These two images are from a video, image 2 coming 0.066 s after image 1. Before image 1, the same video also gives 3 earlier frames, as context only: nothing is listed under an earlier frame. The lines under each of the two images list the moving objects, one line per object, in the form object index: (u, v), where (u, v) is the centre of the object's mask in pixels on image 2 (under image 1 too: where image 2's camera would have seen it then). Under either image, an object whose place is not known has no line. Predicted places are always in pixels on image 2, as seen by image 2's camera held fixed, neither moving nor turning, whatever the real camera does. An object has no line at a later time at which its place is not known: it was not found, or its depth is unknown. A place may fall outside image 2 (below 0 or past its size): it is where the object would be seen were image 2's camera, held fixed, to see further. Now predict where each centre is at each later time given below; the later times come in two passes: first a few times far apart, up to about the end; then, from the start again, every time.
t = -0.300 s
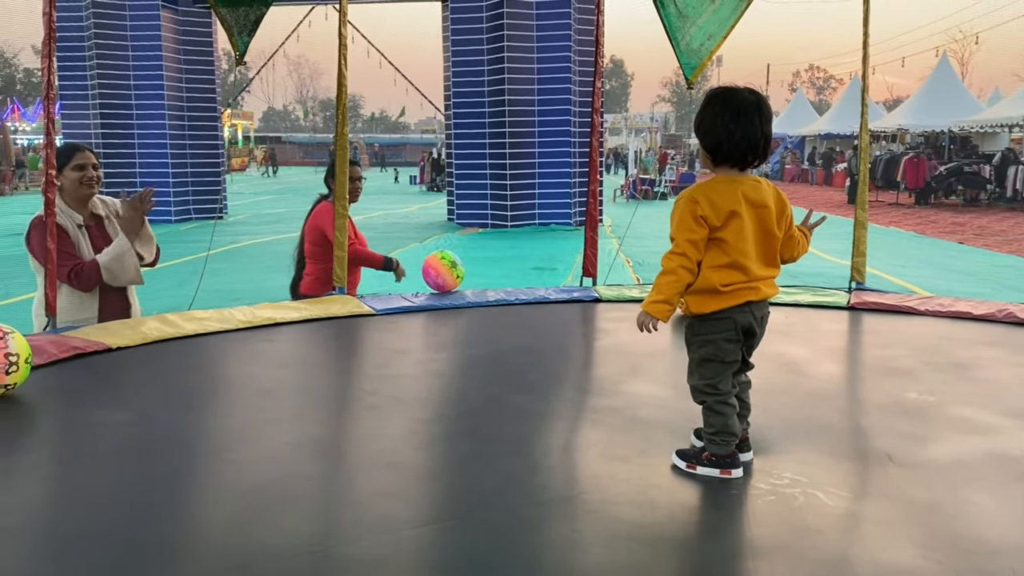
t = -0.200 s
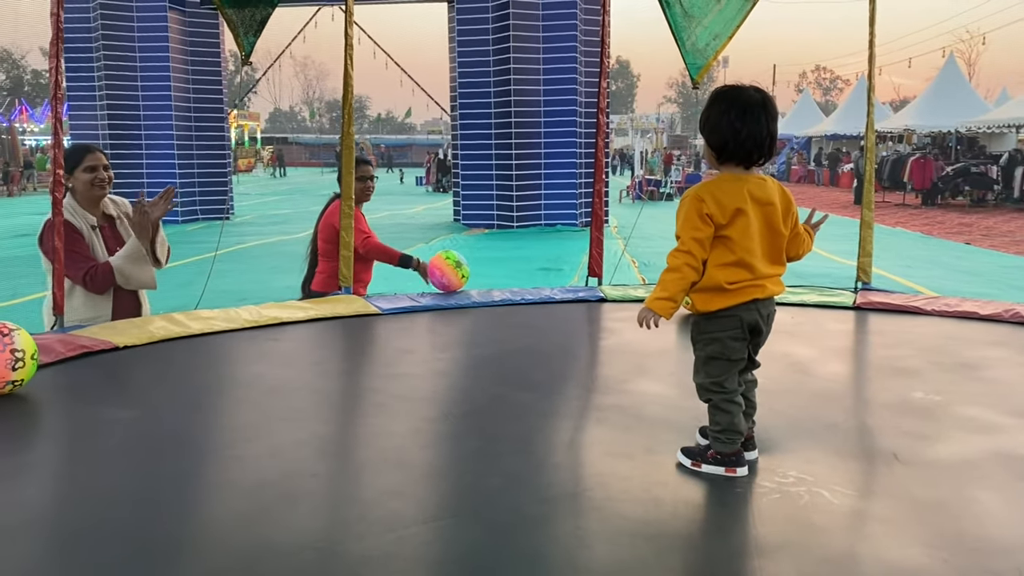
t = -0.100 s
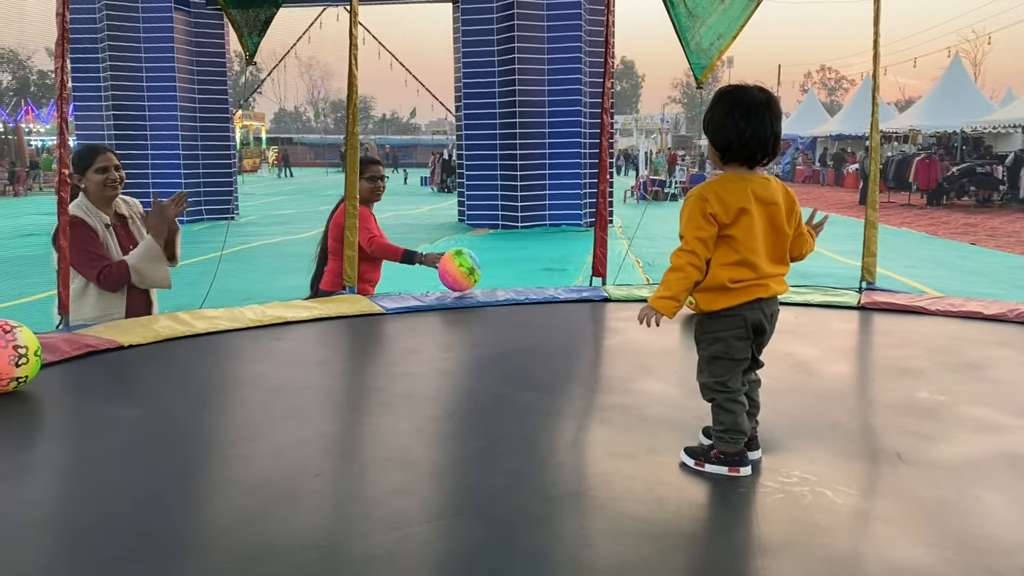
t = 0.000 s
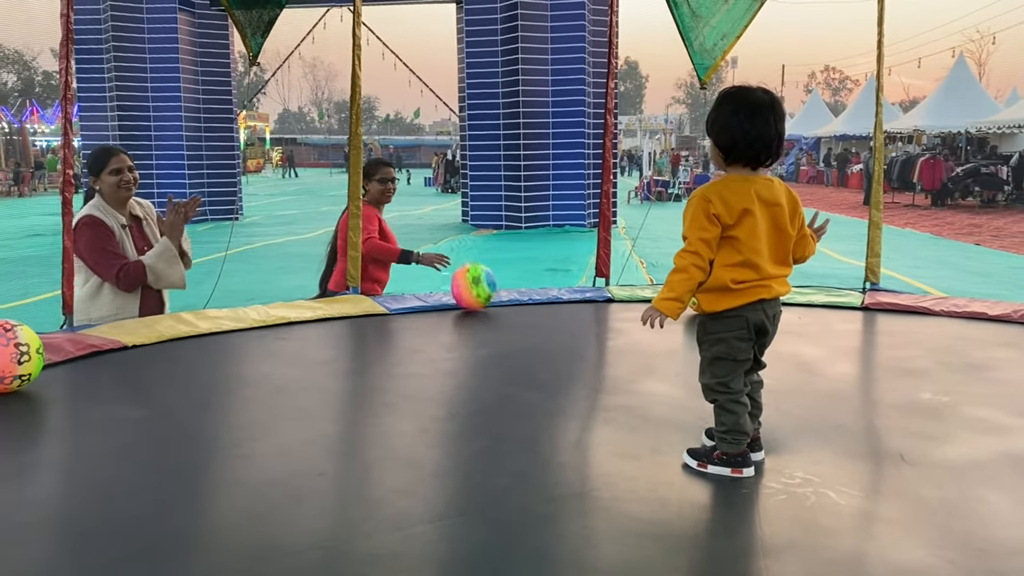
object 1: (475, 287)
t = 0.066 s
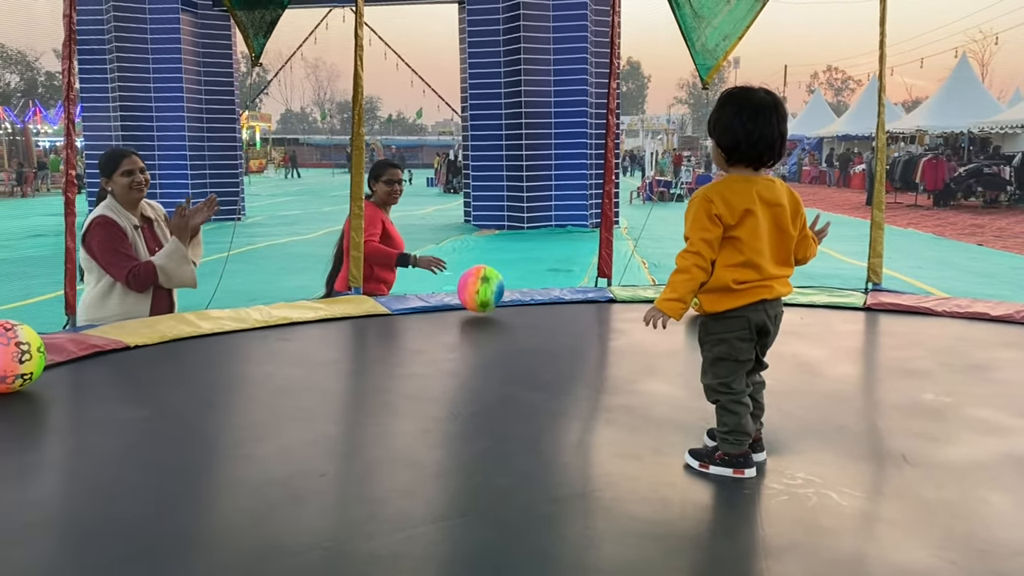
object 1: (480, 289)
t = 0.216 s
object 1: (491, 301)
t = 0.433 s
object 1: (508, 317)
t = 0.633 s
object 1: (524, 335)
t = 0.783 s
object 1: (540, 353)
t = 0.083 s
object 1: (482, 288)
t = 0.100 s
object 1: (483, 288)
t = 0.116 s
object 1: (484, 289)
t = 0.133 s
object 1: (485, 291)
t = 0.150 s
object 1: (486, 292)
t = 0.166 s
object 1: (488, 295)
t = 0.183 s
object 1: (489, 298)
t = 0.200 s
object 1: (490, 300)
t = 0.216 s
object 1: (491, 301)
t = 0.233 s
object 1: (492, 300)
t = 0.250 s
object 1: (493, 301)
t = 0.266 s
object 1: (495, 302)
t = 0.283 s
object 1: (496, 303)
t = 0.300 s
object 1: (498, 305)
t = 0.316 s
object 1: (499, 307)
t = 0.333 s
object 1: (501, 311)
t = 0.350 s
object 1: (502, 312)
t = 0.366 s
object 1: (503, 312)
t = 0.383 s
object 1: (504, 312)
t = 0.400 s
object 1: (505, 313)
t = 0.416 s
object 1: (507, 315)
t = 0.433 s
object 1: (508, 317)
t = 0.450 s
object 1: (509, 320)
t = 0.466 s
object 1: (511, 321)
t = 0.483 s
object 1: (512, 321)
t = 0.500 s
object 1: (513, 323)
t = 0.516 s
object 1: (514, 324)
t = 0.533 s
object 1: (516, 326)
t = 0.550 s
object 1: (517, 328)
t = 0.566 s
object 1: (518, 329)
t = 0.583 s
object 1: (520, 329)
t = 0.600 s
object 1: (521, 331)
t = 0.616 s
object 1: (522, 333)
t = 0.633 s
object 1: (524, 335)
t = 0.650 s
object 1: (525, 336)
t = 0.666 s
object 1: (527, 338)
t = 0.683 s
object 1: (529, 340)
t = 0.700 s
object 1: (531, 343)
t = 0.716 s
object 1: (532, 345)
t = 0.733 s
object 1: (534, 346)
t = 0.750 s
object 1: (536, 348)
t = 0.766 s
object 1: (538, 350)
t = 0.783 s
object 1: (540, 353)
